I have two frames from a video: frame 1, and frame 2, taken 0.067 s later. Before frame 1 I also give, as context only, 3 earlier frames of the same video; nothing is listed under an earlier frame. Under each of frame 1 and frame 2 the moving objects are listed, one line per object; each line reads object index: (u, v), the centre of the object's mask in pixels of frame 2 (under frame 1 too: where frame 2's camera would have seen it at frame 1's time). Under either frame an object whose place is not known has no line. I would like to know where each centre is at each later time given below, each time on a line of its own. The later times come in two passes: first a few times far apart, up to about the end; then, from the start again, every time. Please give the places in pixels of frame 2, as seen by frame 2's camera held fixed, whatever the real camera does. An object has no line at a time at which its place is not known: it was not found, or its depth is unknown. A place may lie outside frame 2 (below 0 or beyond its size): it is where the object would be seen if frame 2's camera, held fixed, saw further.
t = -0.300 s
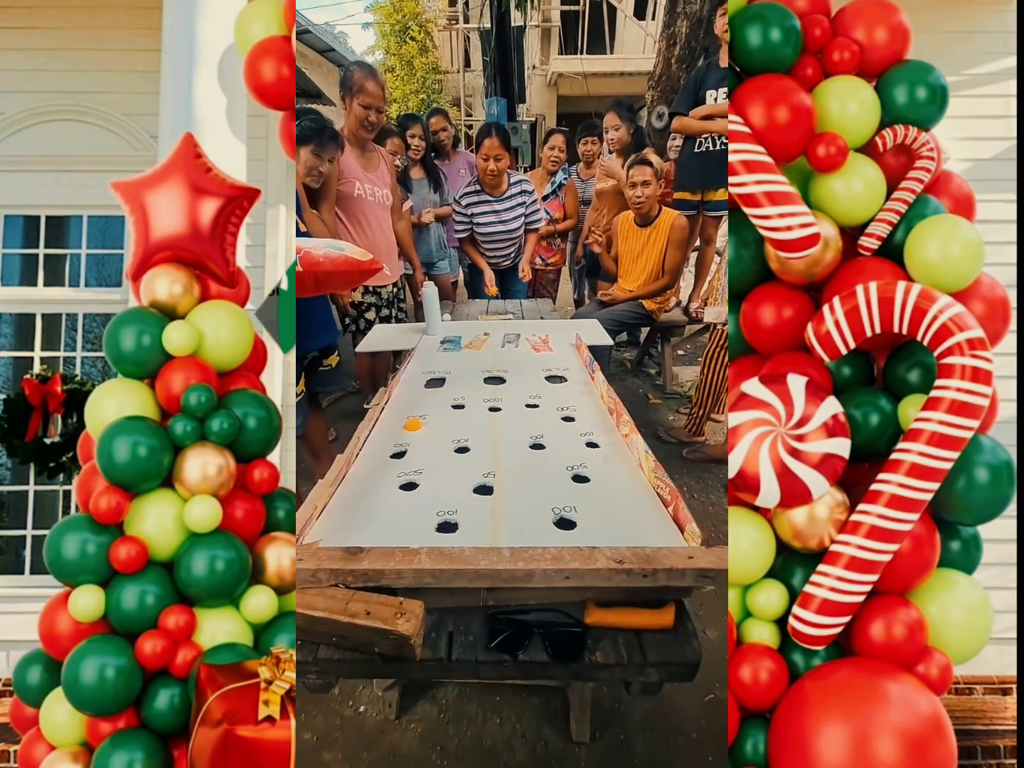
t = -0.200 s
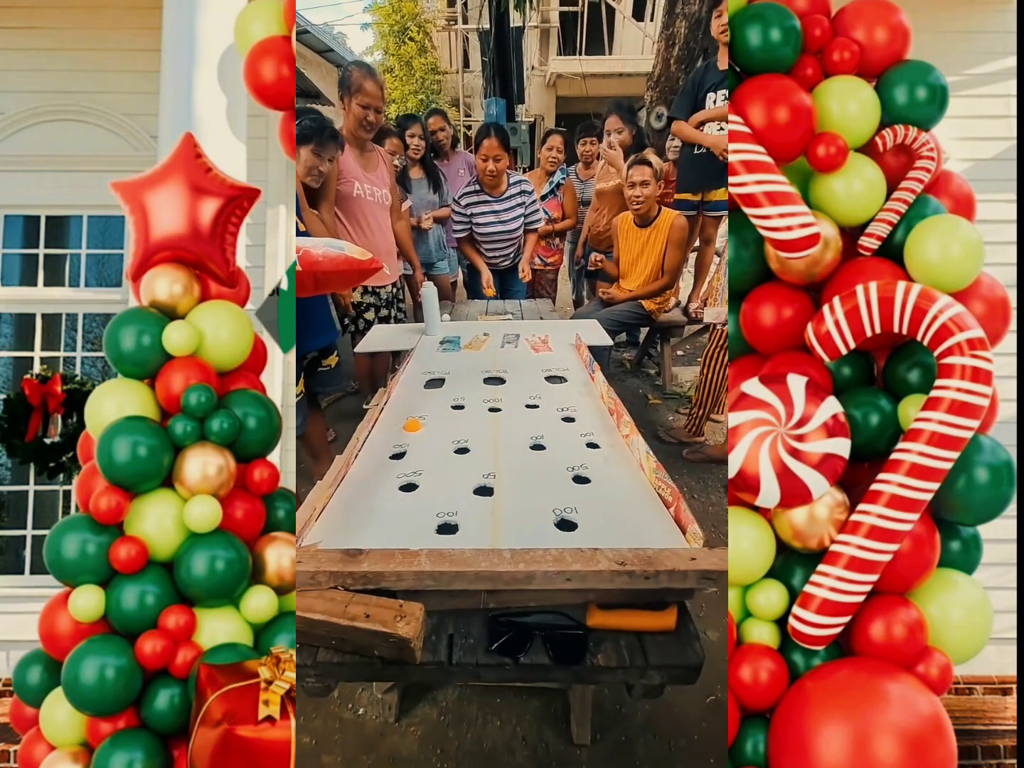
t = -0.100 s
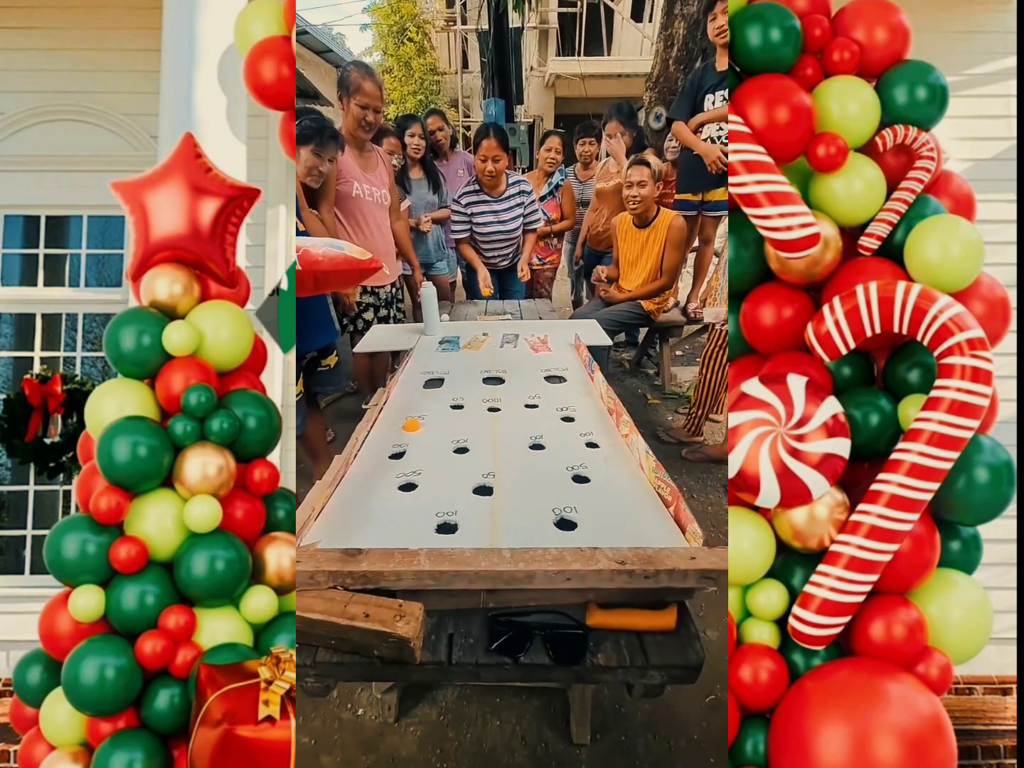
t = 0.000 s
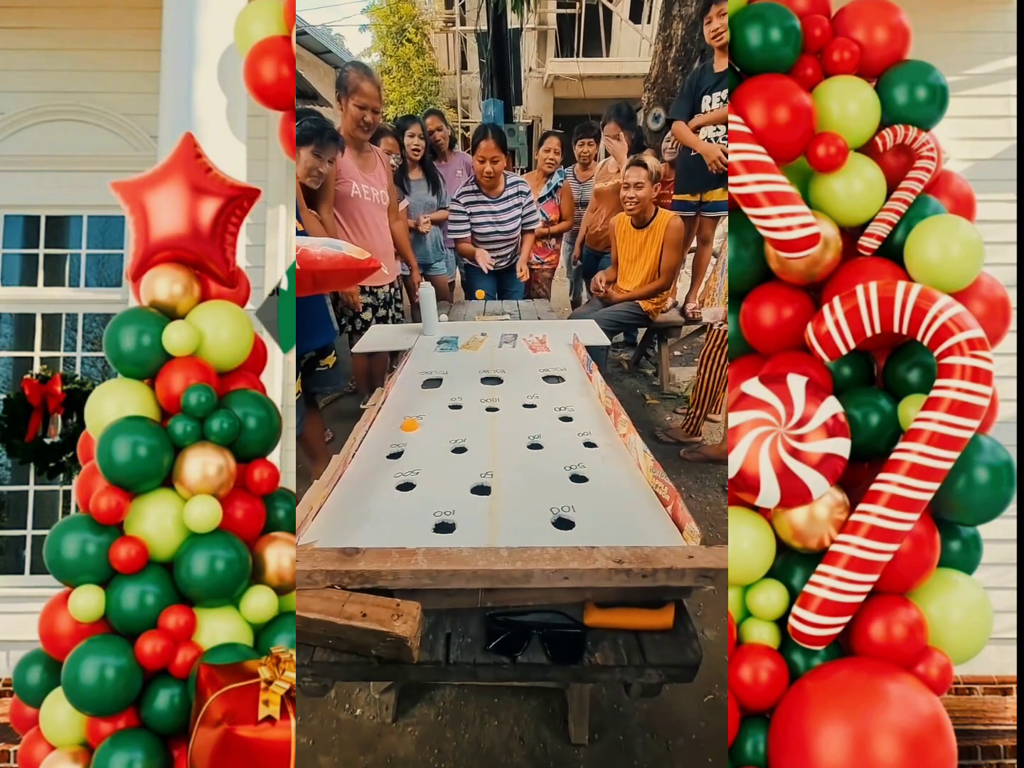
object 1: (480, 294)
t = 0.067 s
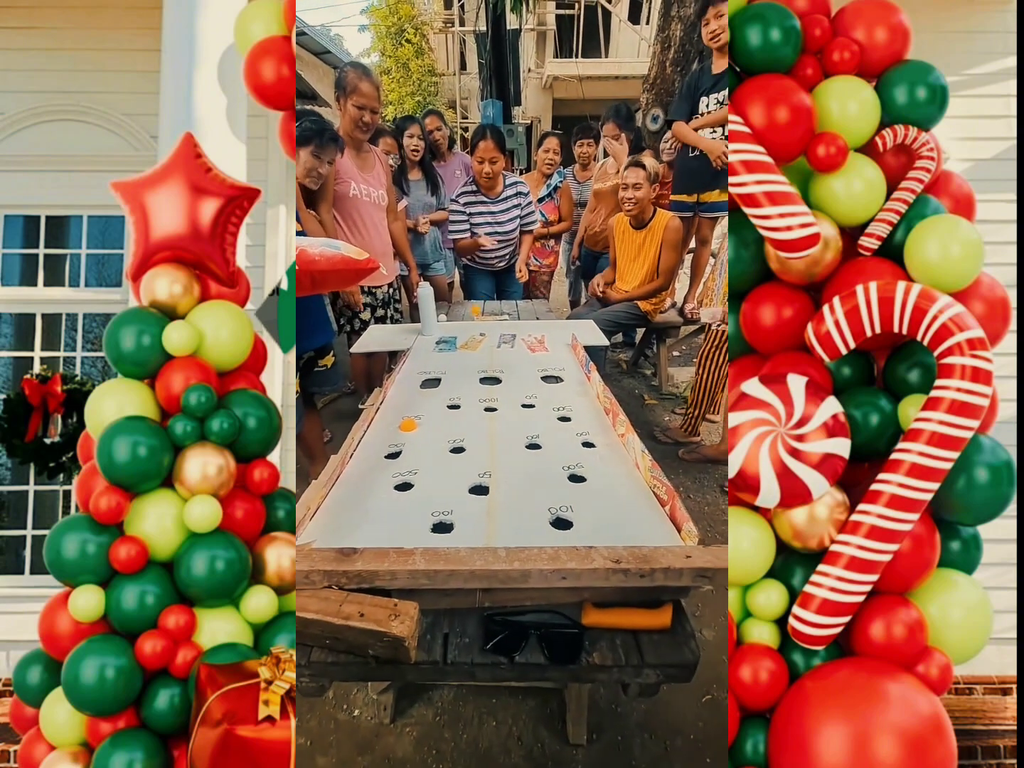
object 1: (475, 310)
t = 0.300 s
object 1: (459, 372)
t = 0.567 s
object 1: (448, 433)
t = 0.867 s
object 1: (420, 535)
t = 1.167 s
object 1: (434, 492)
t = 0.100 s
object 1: (473, 322)
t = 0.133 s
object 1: (471, 339)
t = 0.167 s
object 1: (468, 348)
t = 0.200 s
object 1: (465, 355)
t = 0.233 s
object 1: (462, 360)
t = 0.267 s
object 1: (461, 366)
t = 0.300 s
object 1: (459, 372)
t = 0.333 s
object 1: (458, 379)
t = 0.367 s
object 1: (457, 386)
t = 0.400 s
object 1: (455, 392)
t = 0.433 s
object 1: (455, 400)
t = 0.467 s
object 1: (454, 407)
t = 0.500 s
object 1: (452, 415)
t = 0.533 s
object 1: (451, 424)
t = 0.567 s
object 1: (448, 433)
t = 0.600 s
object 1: (445, 442)
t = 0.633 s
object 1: (443, 452)
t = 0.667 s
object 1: (440, 462)
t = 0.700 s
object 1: (437, 472)
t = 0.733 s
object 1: (435, 484)
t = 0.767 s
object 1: (431, 496)
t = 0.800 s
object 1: (427, 507)
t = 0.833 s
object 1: (424, 520)
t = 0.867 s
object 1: (420, 535)
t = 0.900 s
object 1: (415, 545)
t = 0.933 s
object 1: (419, 529)
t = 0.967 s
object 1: (423, 518)
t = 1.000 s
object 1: (428, 514)
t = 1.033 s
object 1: (431, 508)
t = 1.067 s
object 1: (433, 503)
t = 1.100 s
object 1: (434, 499)
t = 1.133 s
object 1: (434, 496)
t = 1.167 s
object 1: (434, 492)
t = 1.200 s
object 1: (435, 488)
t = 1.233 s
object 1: (435, 484)
